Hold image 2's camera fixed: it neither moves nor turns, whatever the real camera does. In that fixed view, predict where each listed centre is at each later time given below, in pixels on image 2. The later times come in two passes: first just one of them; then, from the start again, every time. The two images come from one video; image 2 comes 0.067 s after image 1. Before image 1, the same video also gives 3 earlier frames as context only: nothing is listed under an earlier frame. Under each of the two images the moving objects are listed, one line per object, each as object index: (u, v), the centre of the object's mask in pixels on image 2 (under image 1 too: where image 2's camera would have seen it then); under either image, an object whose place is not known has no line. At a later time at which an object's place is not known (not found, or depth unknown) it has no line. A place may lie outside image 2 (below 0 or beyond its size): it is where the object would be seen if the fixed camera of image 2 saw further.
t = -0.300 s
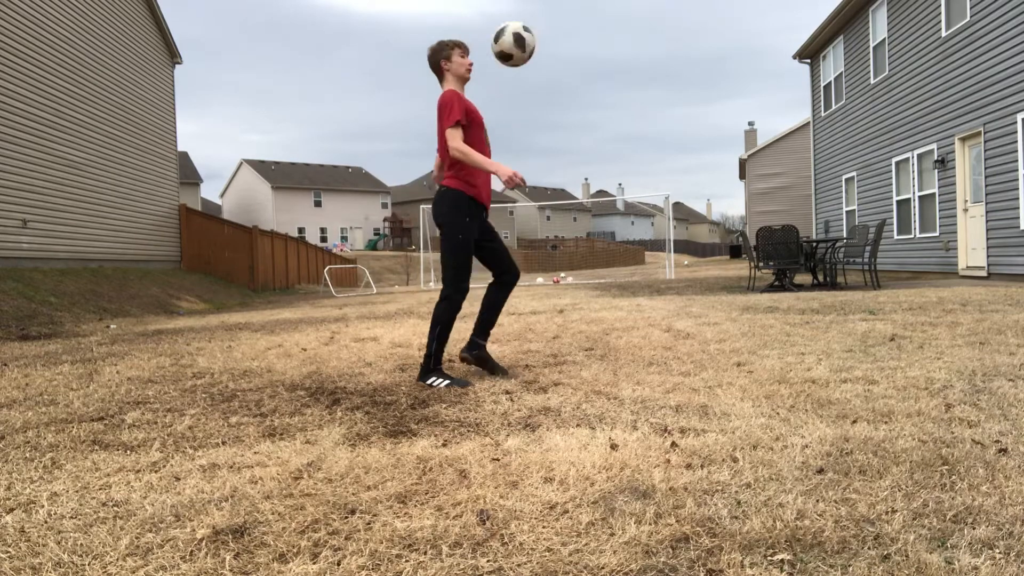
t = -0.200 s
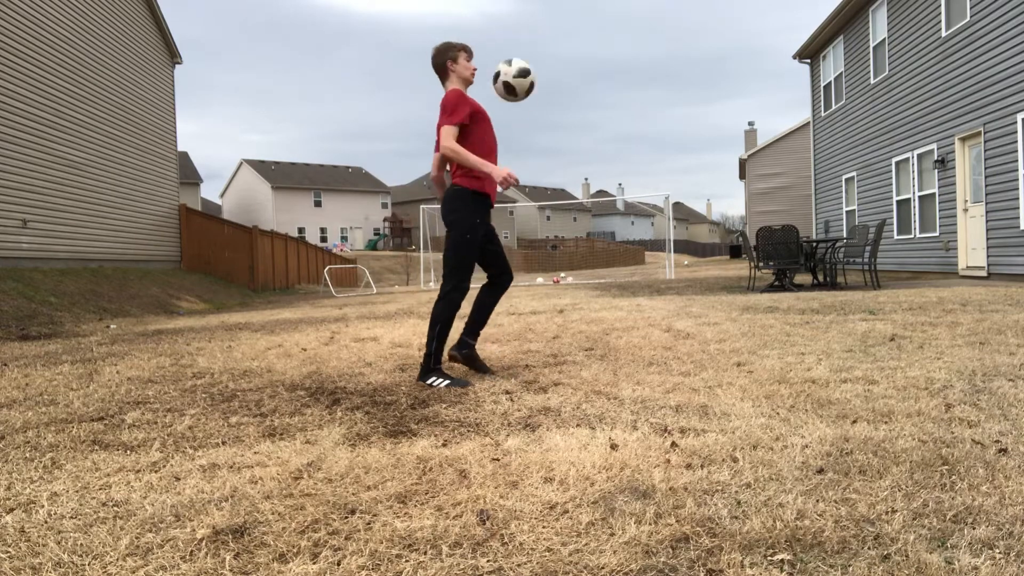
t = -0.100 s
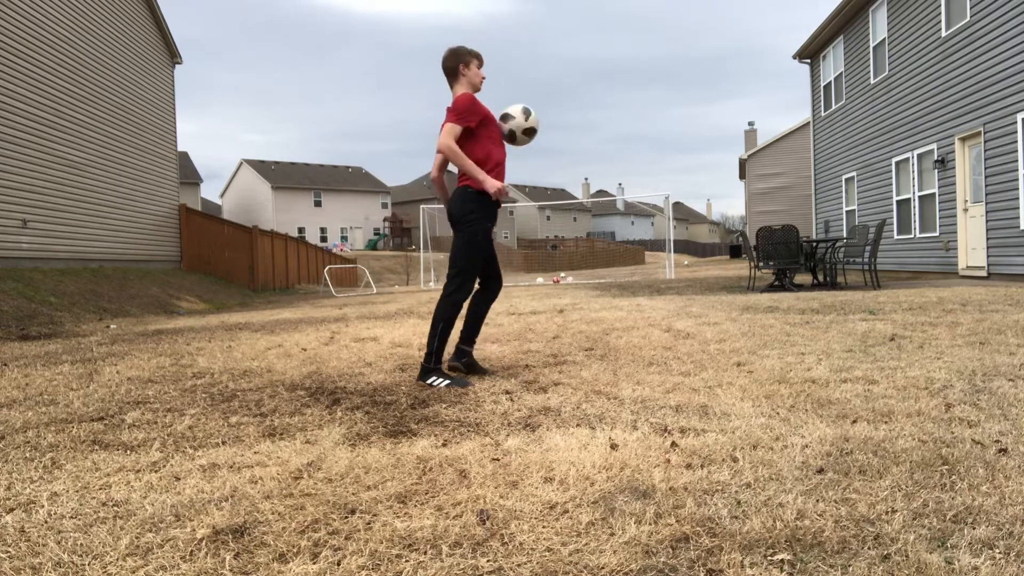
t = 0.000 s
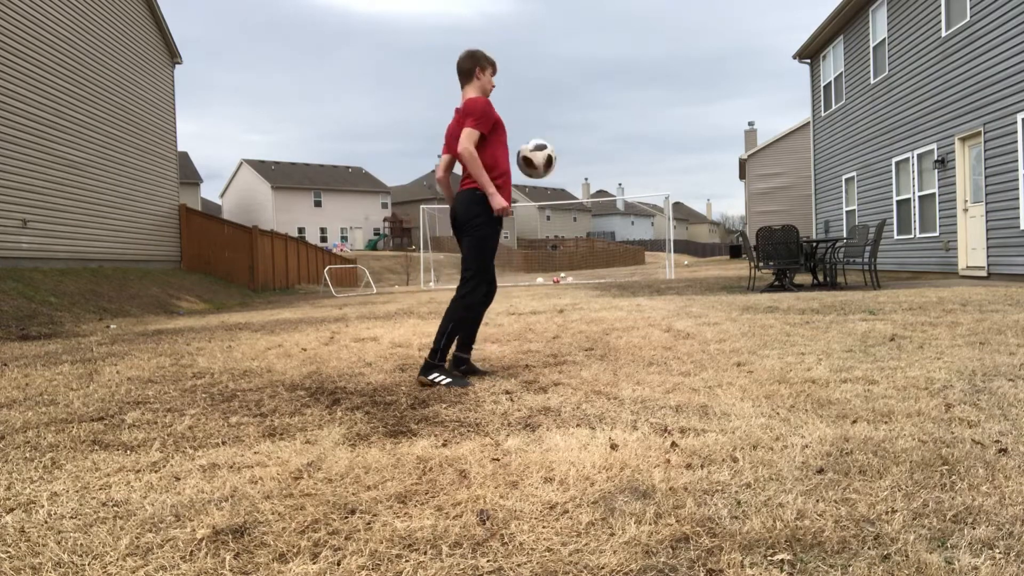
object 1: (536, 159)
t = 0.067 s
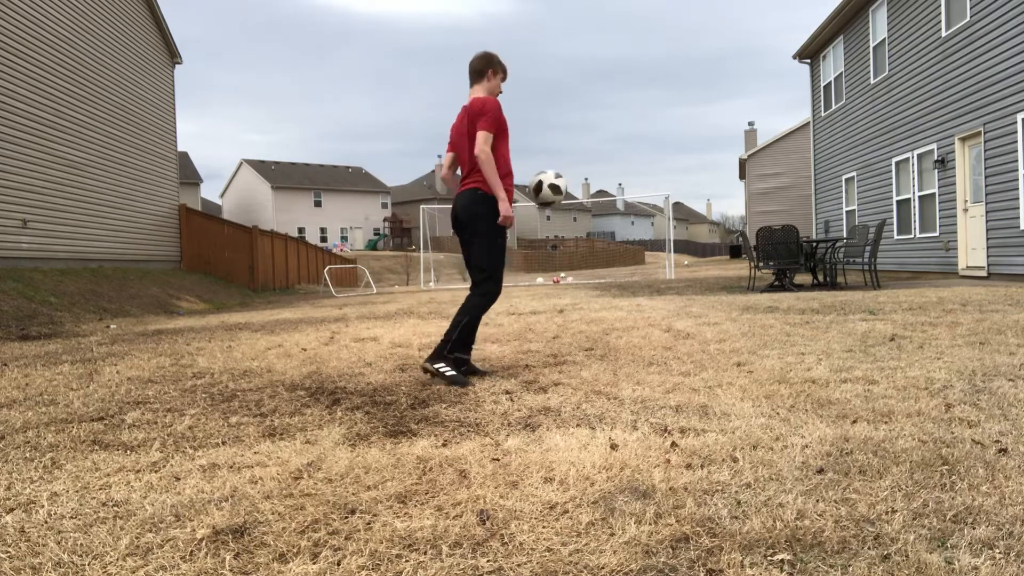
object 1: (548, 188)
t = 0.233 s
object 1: (574, 285)
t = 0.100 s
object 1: (553, 205)
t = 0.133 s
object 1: (559, 222)
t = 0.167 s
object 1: (564, 242)
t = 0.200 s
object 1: (569, 263)
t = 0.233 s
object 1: (574, 285)
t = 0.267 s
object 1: (579, 309)
